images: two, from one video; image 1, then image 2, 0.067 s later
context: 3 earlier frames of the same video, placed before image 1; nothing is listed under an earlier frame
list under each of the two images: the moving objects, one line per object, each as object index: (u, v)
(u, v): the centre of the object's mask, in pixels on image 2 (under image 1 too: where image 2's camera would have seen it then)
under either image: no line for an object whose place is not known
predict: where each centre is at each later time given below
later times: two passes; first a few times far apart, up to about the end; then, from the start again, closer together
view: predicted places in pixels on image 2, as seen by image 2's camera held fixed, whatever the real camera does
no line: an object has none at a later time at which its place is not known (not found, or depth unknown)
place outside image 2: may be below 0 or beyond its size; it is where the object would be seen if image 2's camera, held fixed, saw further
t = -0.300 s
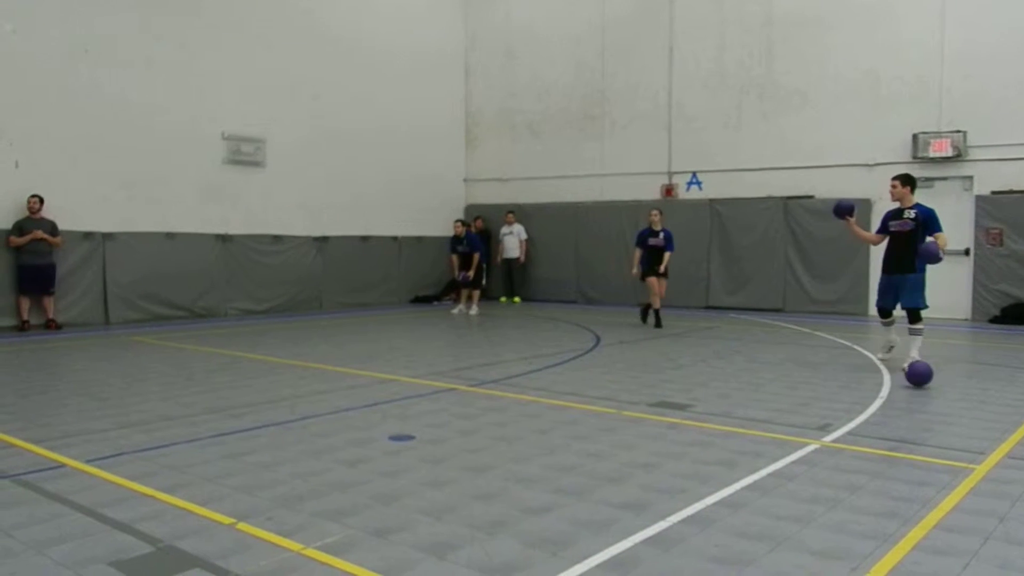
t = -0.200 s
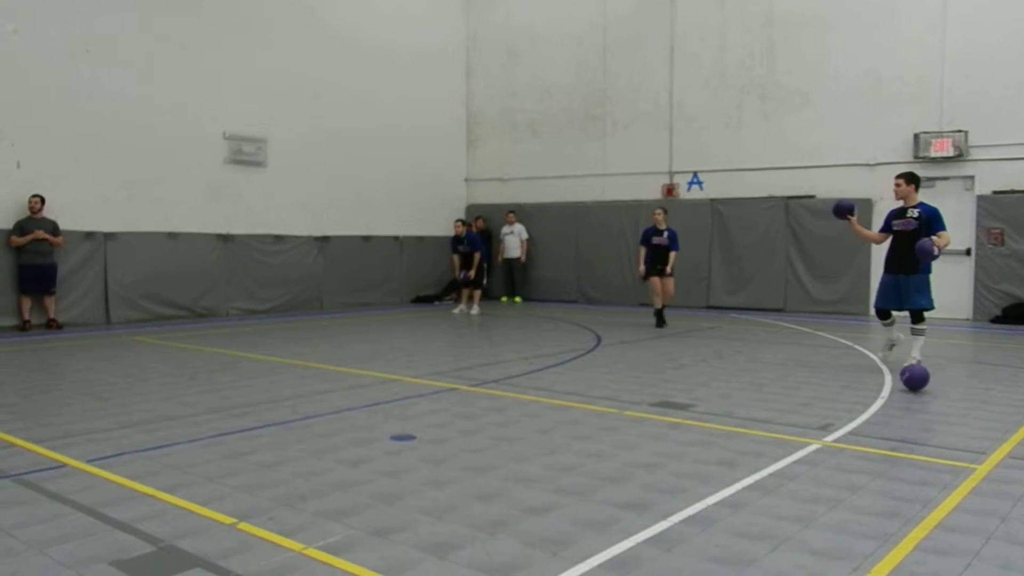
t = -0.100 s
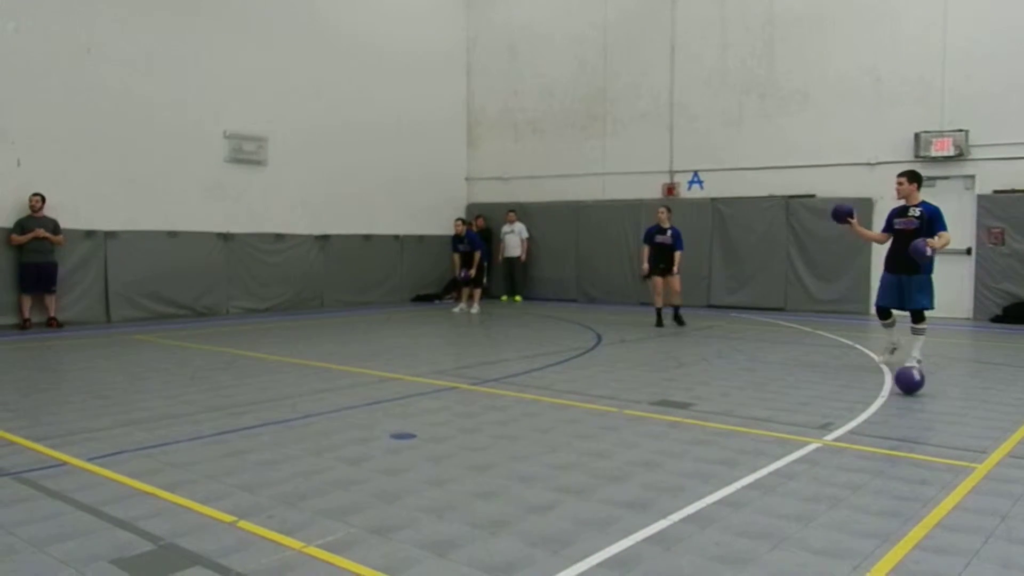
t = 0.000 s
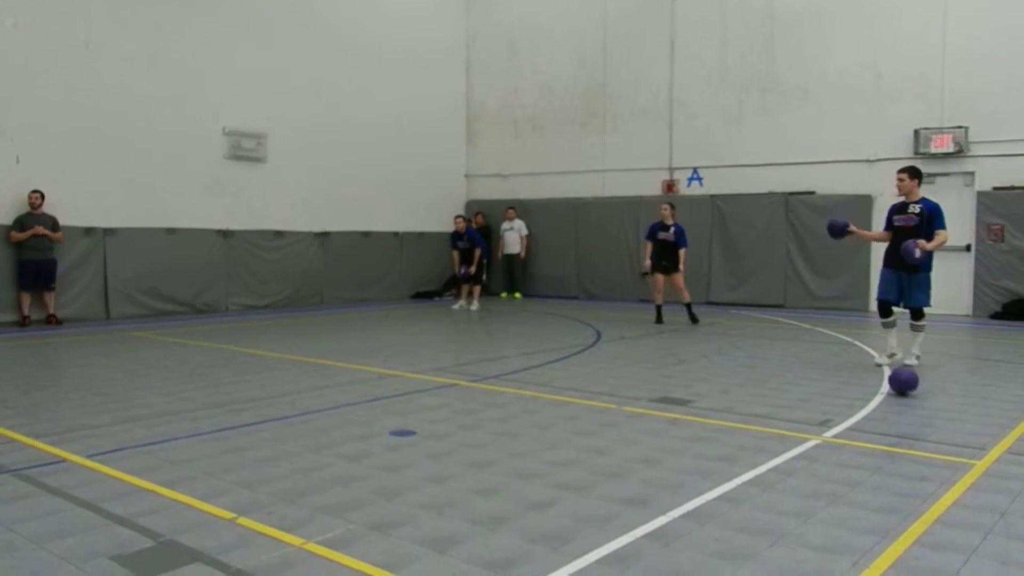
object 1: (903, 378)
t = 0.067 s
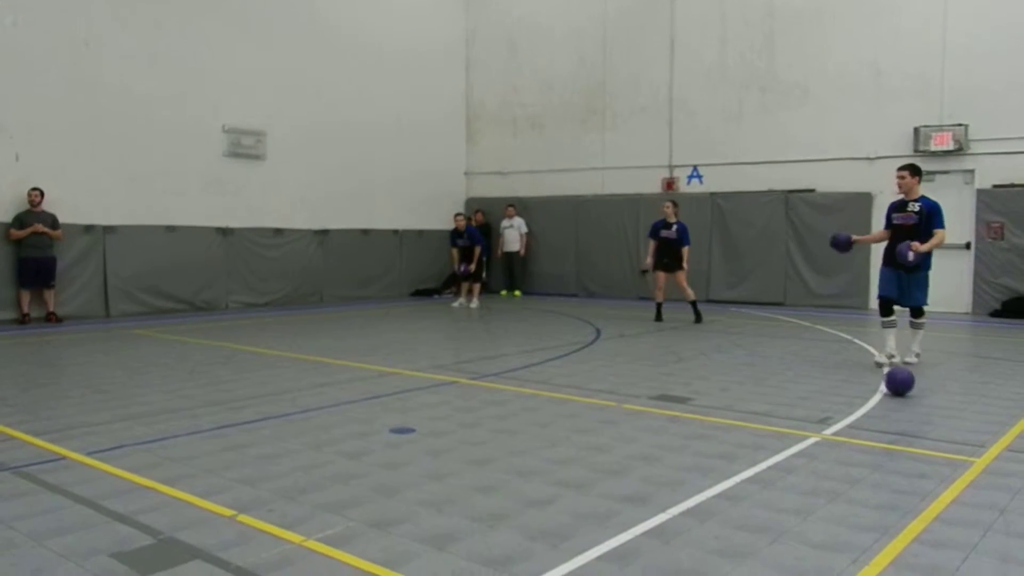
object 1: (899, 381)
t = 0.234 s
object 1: (889, 387)
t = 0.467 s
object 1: (874, 397)
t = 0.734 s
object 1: (856, 409)
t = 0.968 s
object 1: (838, 420)
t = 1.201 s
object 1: (819, 432)
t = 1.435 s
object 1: (798, 446)
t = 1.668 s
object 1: (775, 460)
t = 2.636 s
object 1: (657, 538)
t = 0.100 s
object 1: (897, 382)
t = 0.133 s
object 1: (895, 384)
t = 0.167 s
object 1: (893, 386)
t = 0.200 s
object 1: (891, 386)
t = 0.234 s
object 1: (889, 387)
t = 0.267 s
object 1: (887, 389)
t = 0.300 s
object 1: (885, 390)
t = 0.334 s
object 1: (883, 392)
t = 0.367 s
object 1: (881, 393)
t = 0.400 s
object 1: (879, 395)
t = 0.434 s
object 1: (877, 396)
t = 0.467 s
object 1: (874, 397)
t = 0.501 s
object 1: (872, 399)
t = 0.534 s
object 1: (869, 401)
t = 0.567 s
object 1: (867, 401)
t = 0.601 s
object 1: (865, 403)
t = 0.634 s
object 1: (863, 404)
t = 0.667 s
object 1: (860, 406)
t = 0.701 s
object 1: (858, 408)
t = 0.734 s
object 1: (856, 409)
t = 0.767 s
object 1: (854, 410)
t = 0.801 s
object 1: (851, 412)
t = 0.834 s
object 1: (849, 414)
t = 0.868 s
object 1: (846, 415)
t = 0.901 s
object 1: (843, 417)
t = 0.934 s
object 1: (840, 418)
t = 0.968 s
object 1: (838, 420)
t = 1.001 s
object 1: (835, 421)
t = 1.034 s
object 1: (833, 423)
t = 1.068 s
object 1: (830, 425)
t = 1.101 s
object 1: (827, 427)
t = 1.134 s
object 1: (825, 429)
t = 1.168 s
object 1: (822, 430)
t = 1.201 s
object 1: (819, 432)
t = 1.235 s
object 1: (816, 434)
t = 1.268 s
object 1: (813, 436)
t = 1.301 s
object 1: (810, 438)
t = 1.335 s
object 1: (807, 440)
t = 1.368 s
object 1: (804, 441)
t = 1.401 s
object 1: (801, 444)
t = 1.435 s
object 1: (798, 446)
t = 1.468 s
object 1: (794, 447)
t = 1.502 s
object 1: (791, 450)
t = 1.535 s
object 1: (788, 452)
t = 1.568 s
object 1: (785, 454)
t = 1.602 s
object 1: (782, 456)
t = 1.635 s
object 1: (778, 458)
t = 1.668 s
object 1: (775, 460)
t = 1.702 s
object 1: (771, 462)
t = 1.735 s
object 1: (768, 464)
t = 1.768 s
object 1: (764, 466)
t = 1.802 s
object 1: (761, 468)
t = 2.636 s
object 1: (657, 538)
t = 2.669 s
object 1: (653, 541)
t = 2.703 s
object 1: (648, 544)
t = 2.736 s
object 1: (643, 549)
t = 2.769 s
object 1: (637, 552)
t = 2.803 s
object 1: (633, 556)
